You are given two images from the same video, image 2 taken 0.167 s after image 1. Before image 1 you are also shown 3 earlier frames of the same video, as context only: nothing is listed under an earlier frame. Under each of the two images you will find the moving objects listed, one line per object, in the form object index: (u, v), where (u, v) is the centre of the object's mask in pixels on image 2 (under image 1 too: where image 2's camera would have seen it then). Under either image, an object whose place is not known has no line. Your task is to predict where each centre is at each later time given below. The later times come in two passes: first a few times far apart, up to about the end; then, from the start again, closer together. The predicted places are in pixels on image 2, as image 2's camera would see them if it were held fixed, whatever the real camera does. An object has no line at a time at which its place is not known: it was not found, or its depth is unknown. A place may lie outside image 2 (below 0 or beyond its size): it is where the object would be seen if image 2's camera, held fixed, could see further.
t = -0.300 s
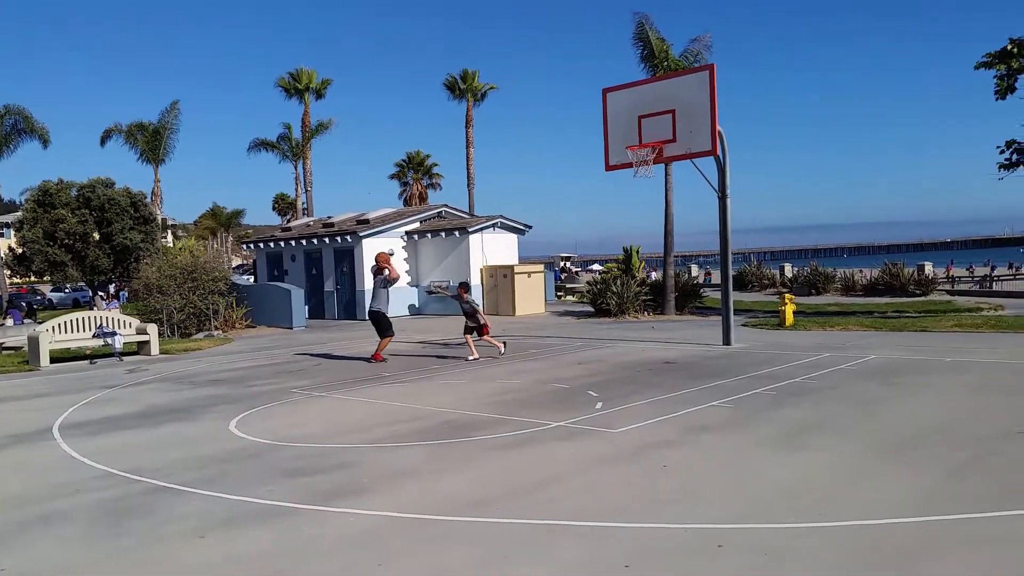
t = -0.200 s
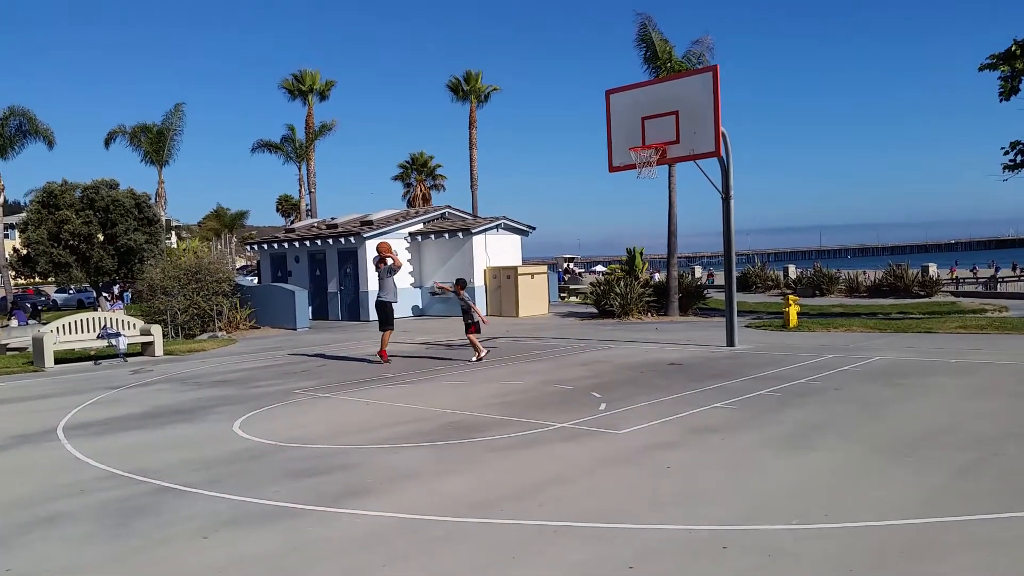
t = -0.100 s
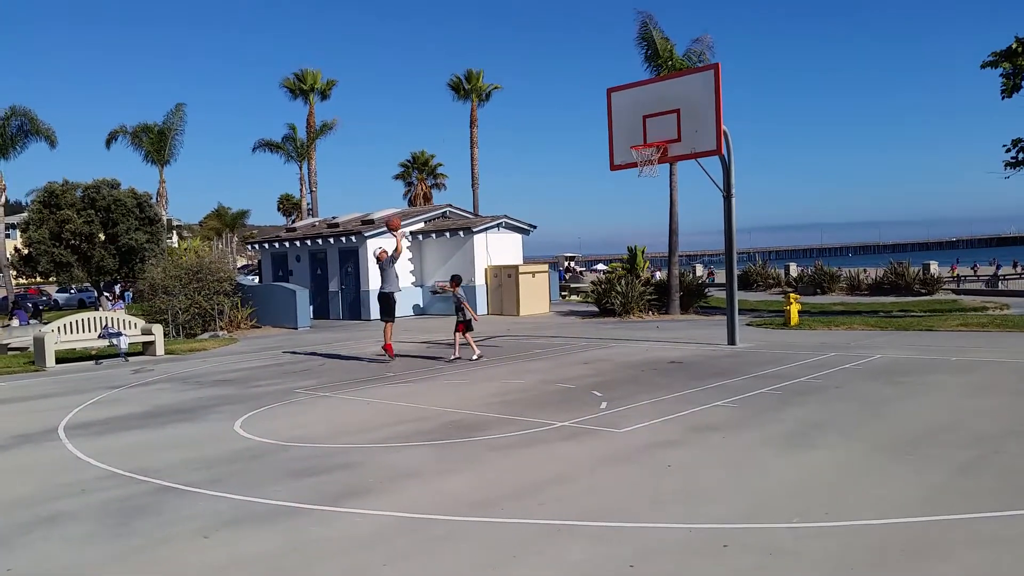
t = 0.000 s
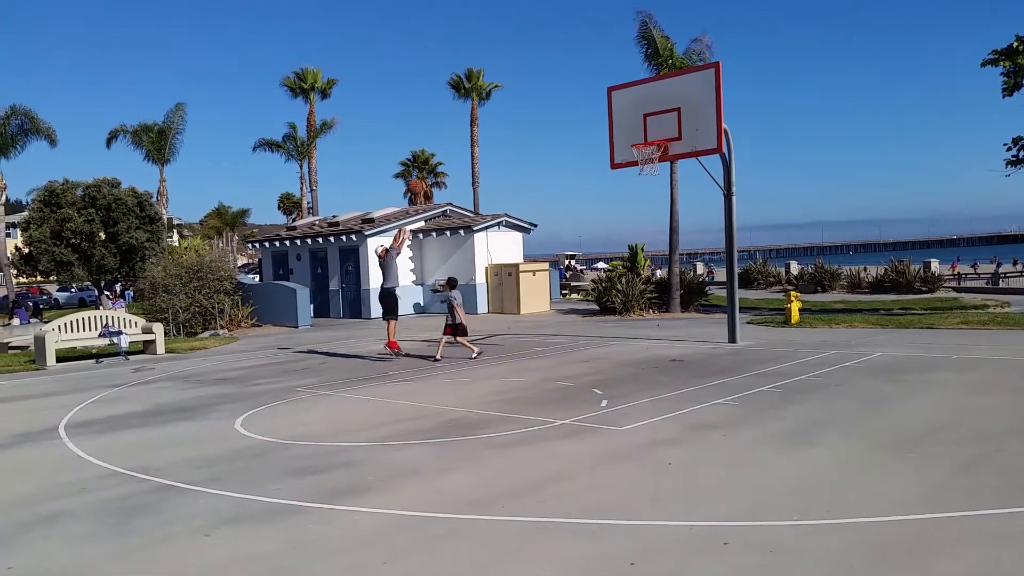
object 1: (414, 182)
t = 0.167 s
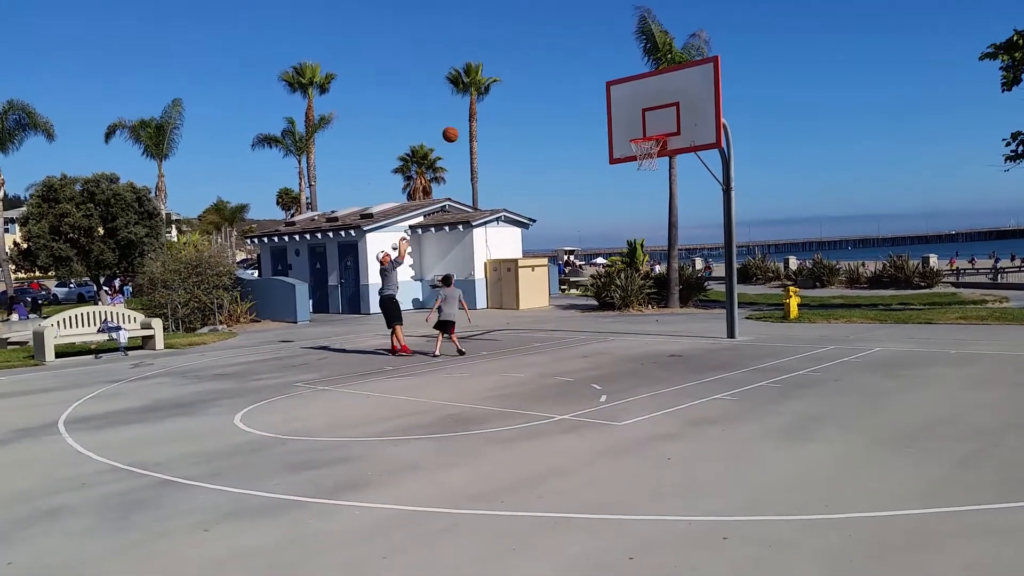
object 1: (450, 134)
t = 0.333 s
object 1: (489, 102)
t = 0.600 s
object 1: (555, 85)
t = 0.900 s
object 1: (636, 127)
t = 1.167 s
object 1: (664, 191)
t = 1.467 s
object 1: (675, 309)
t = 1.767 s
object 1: (657, 271)
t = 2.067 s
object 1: (629, 220)
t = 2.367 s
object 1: (603, 232)
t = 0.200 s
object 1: (458, 127)
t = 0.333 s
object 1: (489, 102)
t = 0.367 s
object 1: (497, 98)
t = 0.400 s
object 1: (505, 94)
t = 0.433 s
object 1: (514, 91)
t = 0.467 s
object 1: (522, 88)
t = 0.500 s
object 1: (530, 86)
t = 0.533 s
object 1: (539, 85)
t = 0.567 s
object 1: (547, 85)
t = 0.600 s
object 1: (555, 85)
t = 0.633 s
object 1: (565, 87)
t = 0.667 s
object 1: (573, 89)
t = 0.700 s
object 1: (582, 91)
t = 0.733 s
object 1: (590, 96)
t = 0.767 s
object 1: (599, 100)
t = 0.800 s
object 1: (609, 105)
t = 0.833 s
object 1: (618, 112)
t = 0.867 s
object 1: (627, 119)
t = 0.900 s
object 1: (636, 127)
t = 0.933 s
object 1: (645, 134)
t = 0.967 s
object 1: (655, 145)
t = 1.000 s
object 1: (661, 153)
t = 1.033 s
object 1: (661, 158)
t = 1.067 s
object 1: (661, 166)
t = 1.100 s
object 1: (662, 173)
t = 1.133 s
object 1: (663, 182)
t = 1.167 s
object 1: (664, 191)
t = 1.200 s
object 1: (665, 201)
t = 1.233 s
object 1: (666, 212)
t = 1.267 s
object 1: (666, 223)
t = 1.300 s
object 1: (668, 235)
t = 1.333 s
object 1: (669, 248)
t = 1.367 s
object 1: (671, 261)
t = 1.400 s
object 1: (673, 277)
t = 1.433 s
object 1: (674, 292)
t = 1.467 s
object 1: (675, 309)
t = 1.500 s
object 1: (676, 326)
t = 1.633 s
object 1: (669, 314)
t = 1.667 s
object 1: (667, 303)
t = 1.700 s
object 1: (664, 292)
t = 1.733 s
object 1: (661, 281)
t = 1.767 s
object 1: (657, 271)
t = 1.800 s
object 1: (654, 263)
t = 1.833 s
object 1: (651, 254)
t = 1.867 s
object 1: (647, 247)
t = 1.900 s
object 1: (644, 241)
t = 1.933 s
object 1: (641, 235)
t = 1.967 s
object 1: (638, 230)
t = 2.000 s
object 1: (635, 226)
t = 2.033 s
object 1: (632, 222)
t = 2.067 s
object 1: (629, 220)
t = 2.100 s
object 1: (626, 218)
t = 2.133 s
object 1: (623, 217)
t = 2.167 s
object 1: (620, 217)
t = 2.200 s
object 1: (617, 217)
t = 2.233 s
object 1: (615, 219)
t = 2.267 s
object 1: (612, 221)
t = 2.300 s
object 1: (609, 224)
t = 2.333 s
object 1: (606, 228)
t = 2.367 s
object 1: (603, 232)
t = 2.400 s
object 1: (601, 238)
